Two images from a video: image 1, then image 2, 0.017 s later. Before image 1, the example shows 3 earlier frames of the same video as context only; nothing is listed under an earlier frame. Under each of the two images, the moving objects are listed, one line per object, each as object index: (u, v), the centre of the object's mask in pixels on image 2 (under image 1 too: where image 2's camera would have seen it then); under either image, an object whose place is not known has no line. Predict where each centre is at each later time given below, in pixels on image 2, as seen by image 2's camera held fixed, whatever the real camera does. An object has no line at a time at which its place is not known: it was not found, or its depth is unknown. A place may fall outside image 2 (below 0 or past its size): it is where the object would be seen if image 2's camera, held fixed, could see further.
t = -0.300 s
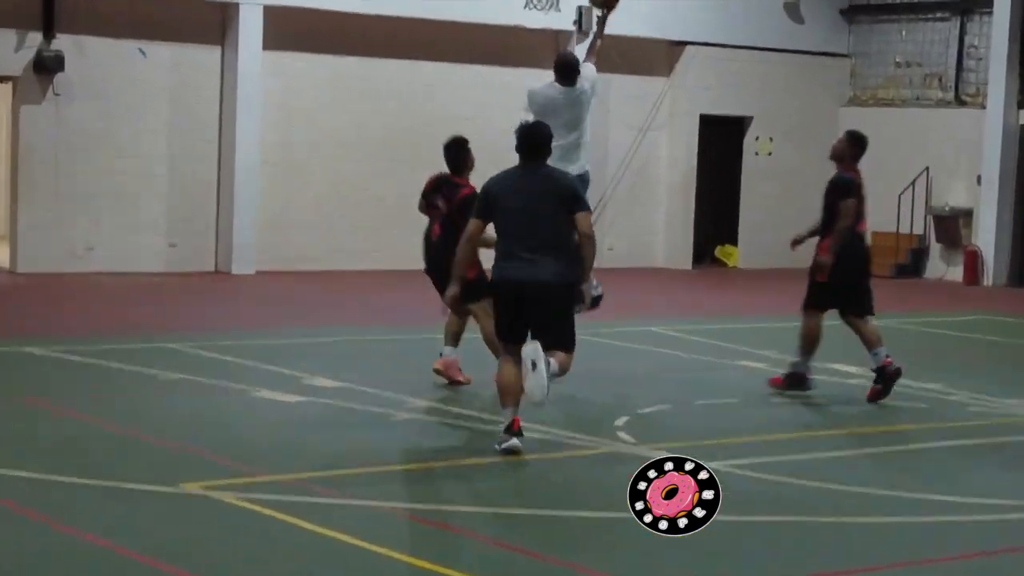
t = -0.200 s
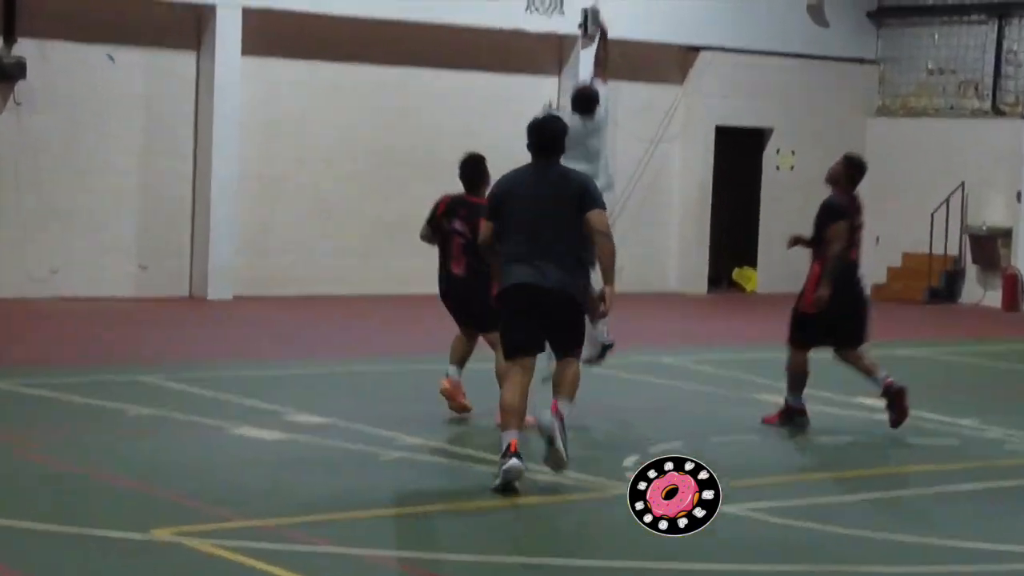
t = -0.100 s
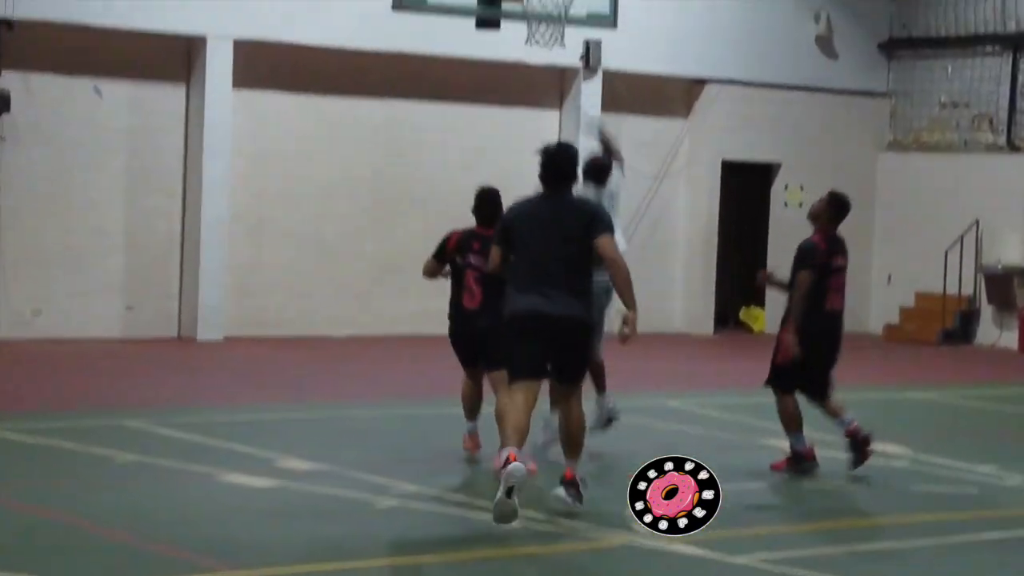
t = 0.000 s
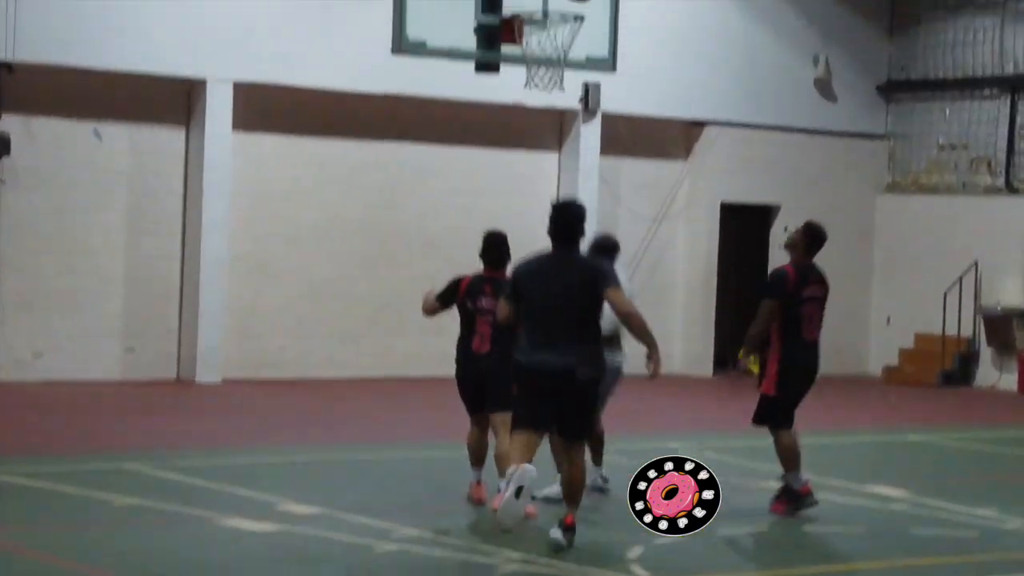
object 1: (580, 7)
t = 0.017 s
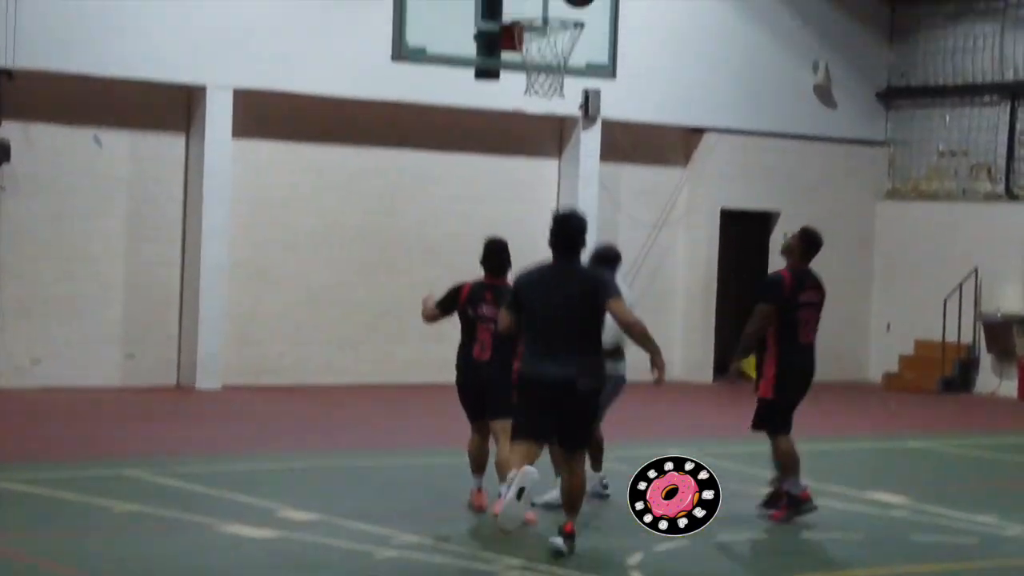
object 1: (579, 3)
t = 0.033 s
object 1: (576, 0)
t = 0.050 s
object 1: (575, -5)
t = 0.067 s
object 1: (573, -9)
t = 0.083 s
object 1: (571, -10)
